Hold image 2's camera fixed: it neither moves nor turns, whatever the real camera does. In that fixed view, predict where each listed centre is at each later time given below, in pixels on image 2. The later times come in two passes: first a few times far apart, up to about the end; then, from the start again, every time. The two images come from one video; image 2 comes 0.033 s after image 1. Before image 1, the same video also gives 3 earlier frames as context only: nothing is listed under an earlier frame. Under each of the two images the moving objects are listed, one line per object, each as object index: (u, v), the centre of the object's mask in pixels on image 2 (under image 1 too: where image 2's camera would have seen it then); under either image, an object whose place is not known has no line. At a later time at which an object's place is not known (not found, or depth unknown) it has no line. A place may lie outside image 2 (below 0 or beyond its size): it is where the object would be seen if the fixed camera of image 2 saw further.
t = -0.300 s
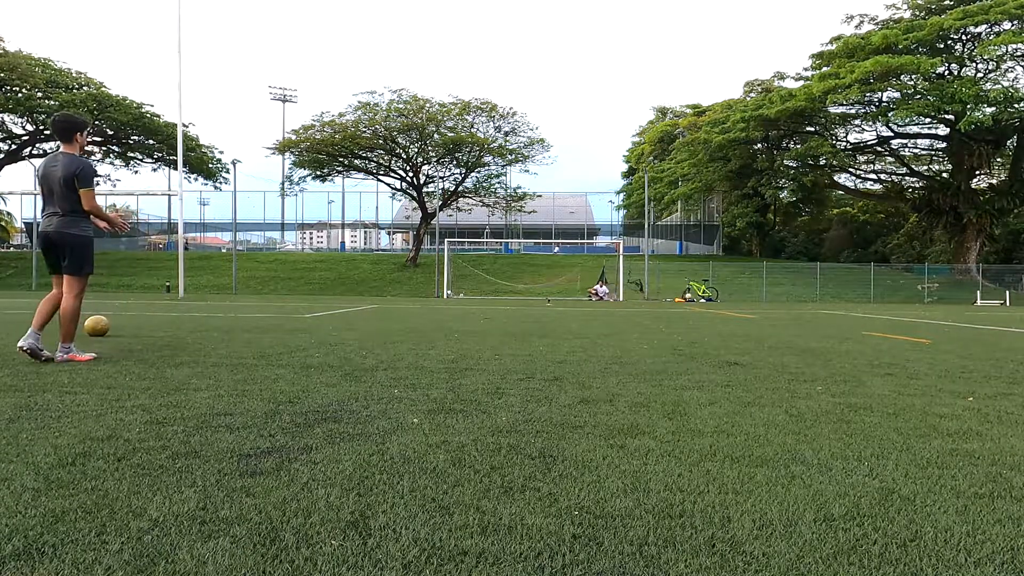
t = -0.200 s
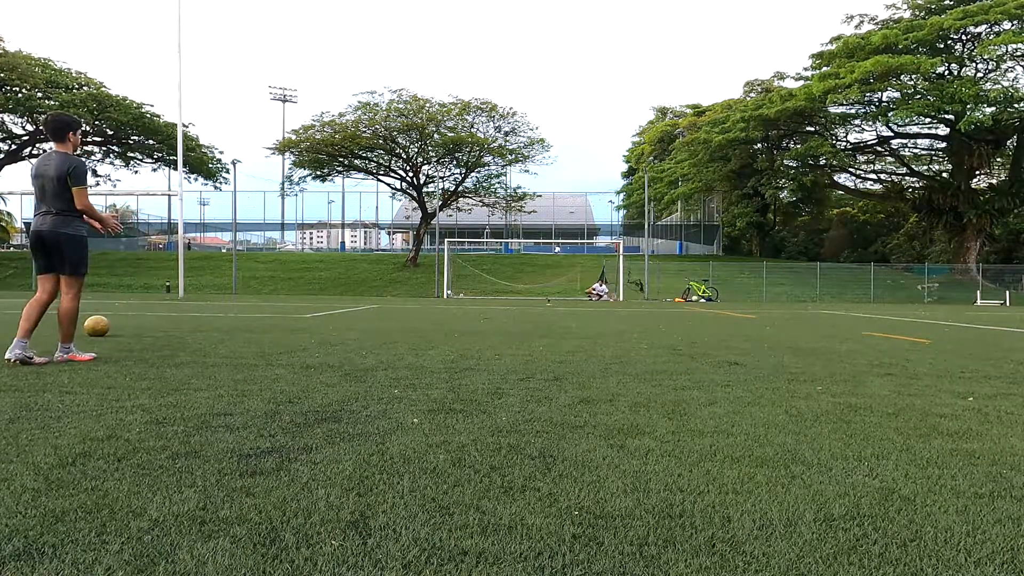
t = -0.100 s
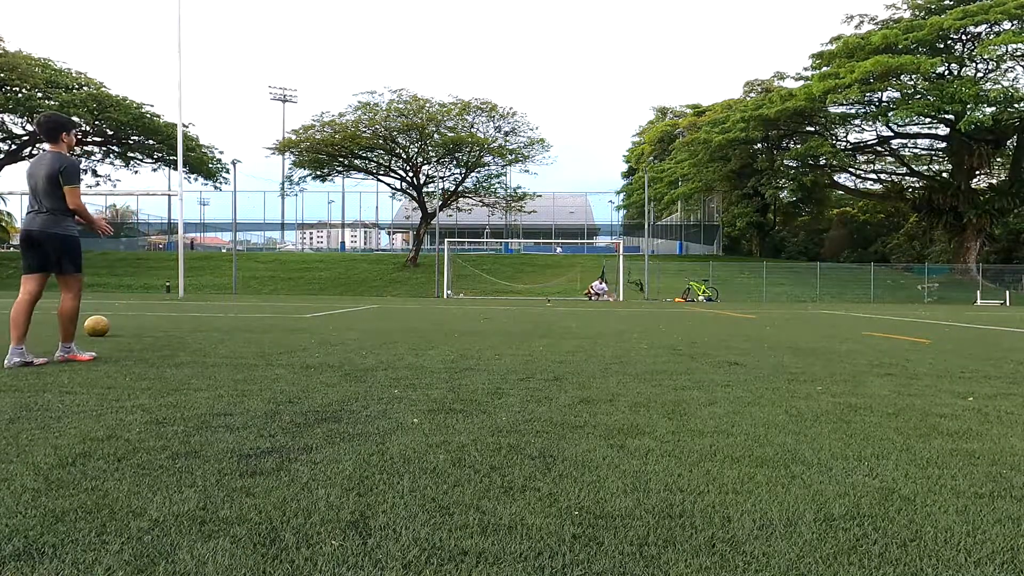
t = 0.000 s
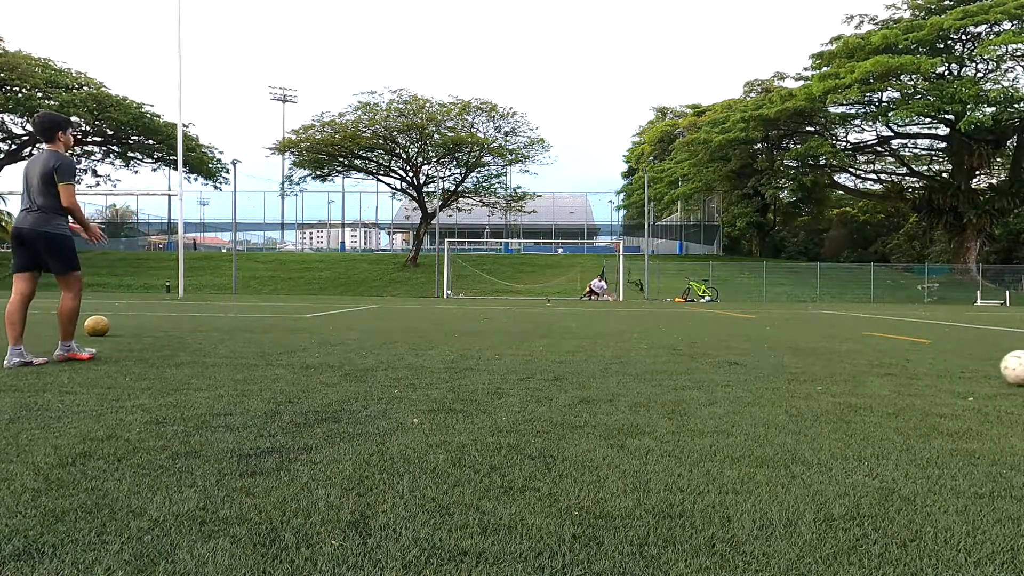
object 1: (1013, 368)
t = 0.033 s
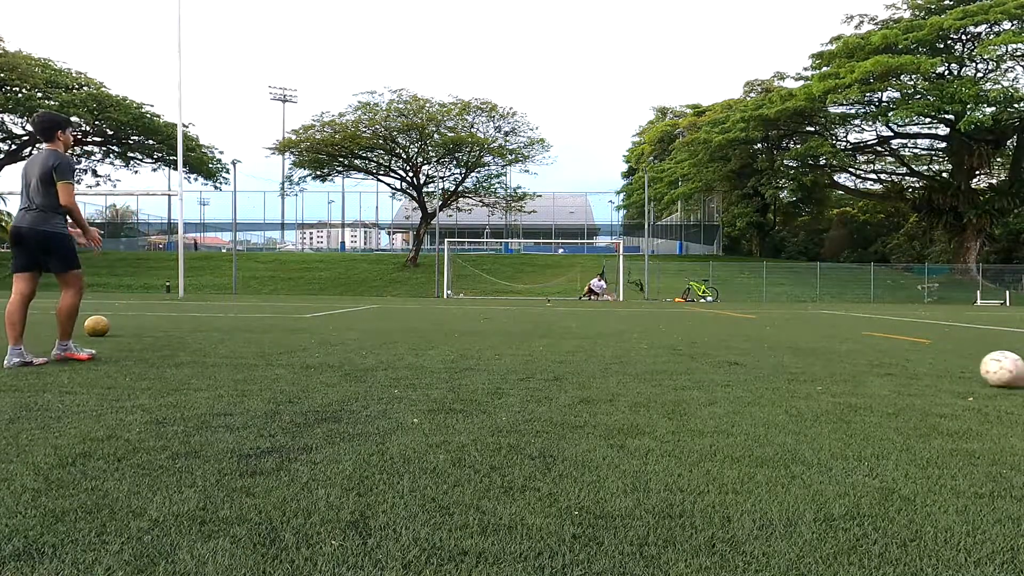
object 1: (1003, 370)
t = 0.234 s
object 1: (889, 372)
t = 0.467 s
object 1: (774, 377)
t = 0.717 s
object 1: (652, 378)
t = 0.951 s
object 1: (535, 384)
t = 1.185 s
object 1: (415, 386)
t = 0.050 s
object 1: (993, 371)
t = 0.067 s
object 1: (983, 372)
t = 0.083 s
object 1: (973, 371)
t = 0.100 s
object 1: (964, 371)
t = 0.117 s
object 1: (954, 370)
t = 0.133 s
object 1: (945, 370)
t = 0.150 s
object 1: (935, 371)
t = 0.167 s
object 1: (926, 372)
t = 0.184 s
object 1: (916, 373)
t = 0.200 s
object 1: (907, 373)
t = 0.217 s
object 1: (898, 373)
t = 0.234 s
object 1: (889, 372)
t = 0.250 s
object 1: (880, 372)
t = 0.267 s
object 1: (871, 373)
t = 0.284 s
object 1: (862, 374)
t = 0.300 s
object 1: (853, 374)
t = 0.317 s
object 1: (844, 375)
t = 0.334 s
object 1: (836, 374)
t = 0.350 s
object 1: (829, 373)
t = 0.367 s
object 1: (821, 373)
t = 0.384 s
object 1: (813, 372)
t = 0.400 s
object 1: (806, 373)
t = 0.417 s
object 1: (798, 374)
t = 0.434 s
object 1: (790, 375)
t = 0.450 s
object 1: (782, 376)
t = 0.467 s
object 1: (774, 377)
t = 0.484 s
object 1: (766, 376)
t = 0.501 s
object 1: (758, 376)
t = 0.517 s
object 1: (750, 376)
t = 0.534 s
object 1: (741, 376)
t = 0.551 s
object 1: (733, 376)
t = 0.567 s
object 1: (726, 378)
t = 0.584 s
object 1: (718, 378)
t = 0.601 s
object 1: (709, 377)
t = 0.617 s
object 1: (701, 377)
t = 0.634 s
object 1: (694, 378)
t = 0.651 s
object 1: (685, 378)
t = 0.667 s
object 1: (677, 379)
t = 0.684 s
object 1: (670, 380)
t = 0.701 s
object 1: (661, 379)
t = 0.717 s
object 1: (652, 378)
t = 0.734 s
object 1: (644, 379)
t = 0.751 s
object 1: (636, 379)
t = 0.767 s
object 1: (627, 380)
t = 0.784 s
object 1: (619, 381)
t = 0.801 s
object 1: (610, 381)
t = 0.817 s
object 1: (602, 381)
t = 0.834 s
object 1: (594, 381)
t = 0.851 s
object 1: (586, 381)
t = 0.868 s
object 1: (577, 382)
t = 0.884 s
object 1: (569, 382)
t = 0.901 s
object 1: (561, 383)
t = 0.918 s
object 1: (552, 383)
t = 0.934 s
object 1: (544, 384)
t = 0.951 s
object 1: (535, 384)
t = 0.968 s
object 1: (527, 384)
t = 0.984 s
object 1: (518, 385)
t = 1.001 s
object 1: (509, 384)
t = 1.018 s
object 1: (500, 384)
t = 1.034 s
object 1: (491, 385)
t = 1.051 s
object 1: (483, 385)
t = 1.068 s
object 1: (474, 385)
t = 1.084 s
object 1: (466, 384)
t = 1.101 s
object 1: (457, 384)
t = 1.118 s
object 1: (449, 384)
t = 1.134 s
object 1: (440, 385)
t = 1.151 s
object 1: (432, 386)
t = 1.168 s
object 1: (423, 386)
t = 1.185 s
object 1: (415, 386)
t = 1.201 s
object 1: (406, 386)
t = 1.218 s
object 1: (397, 387)
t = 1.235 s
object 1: (388, 388)
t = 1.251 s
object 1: (379, 388)
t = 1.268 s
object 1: (370, 388)
